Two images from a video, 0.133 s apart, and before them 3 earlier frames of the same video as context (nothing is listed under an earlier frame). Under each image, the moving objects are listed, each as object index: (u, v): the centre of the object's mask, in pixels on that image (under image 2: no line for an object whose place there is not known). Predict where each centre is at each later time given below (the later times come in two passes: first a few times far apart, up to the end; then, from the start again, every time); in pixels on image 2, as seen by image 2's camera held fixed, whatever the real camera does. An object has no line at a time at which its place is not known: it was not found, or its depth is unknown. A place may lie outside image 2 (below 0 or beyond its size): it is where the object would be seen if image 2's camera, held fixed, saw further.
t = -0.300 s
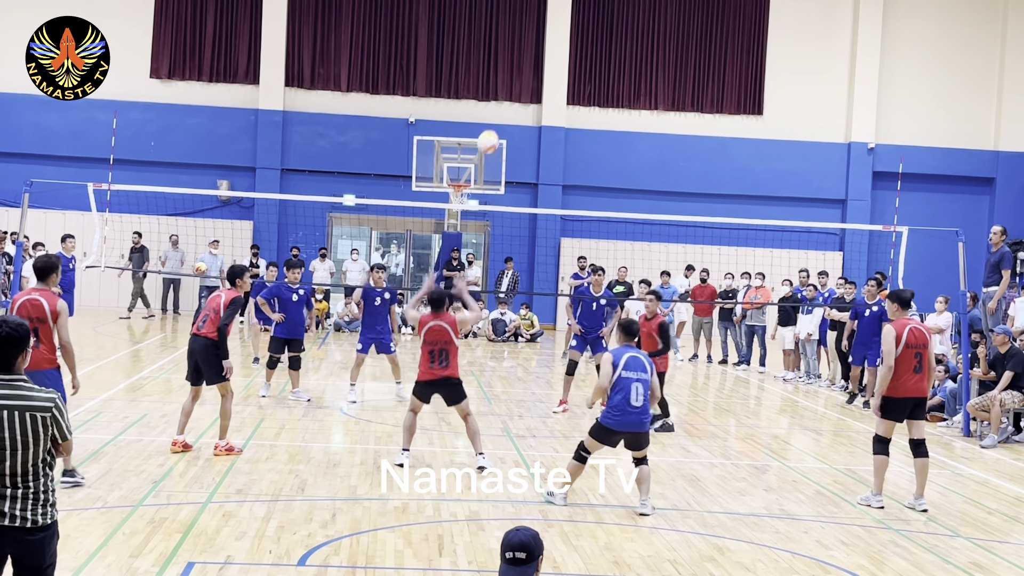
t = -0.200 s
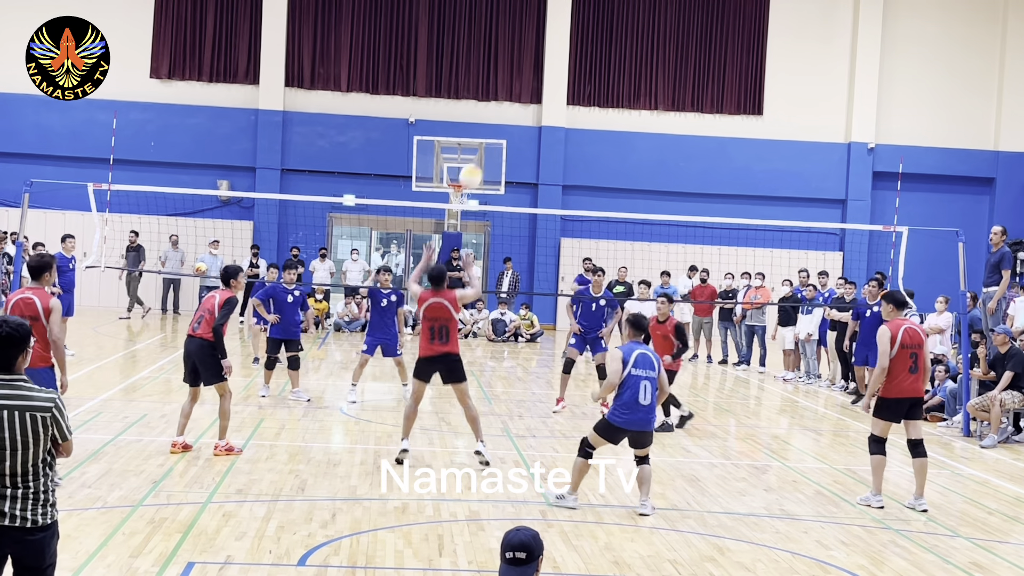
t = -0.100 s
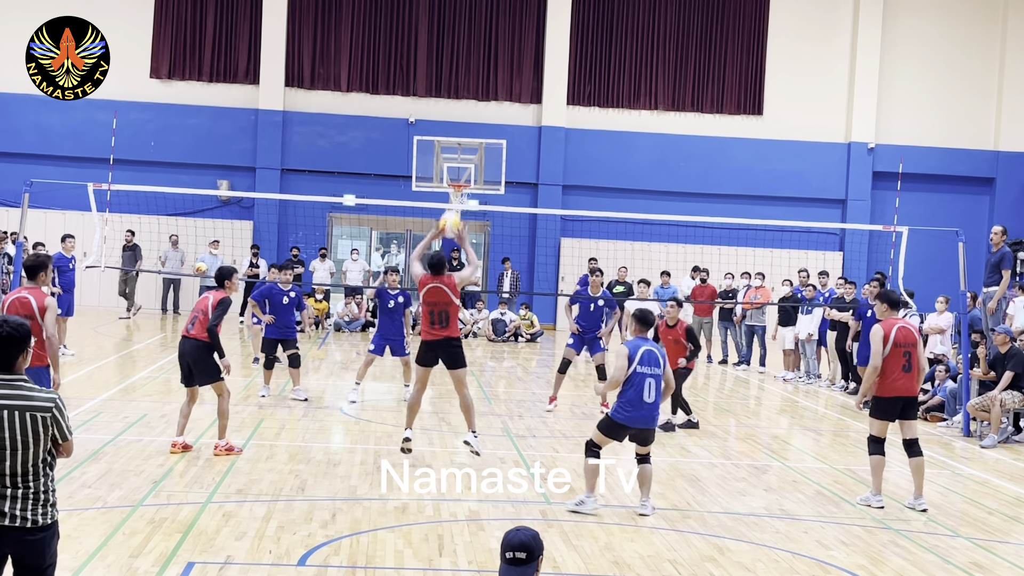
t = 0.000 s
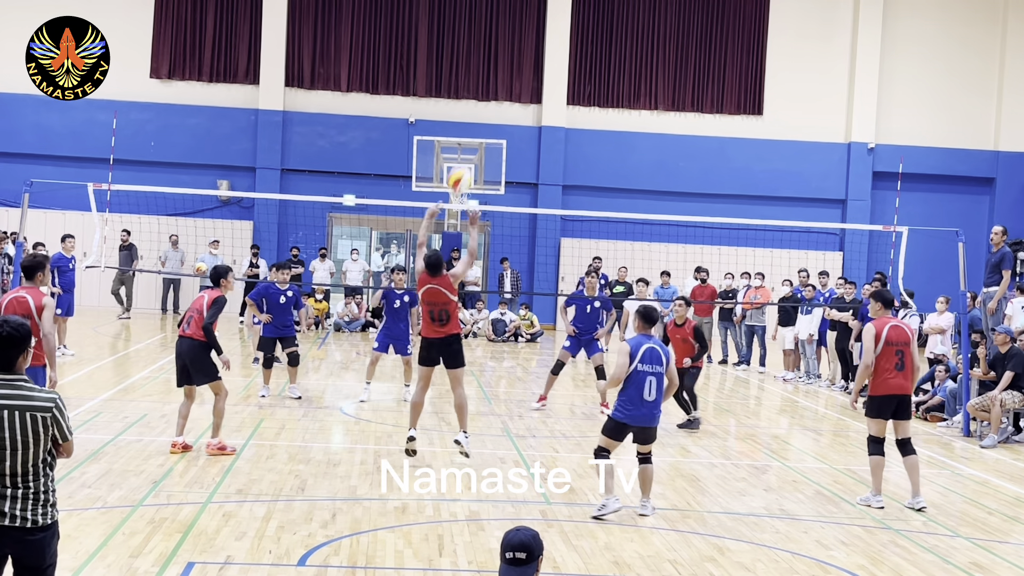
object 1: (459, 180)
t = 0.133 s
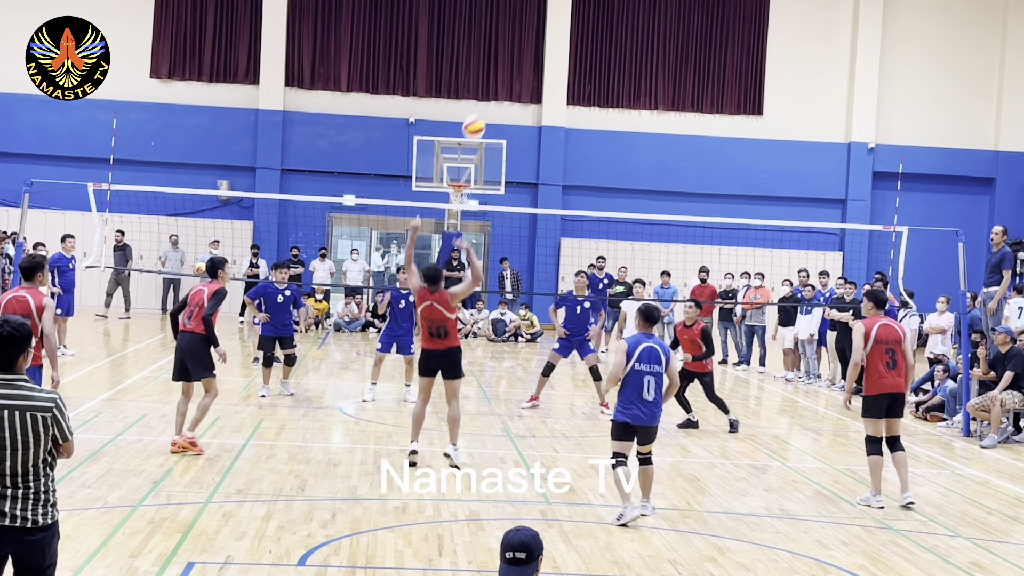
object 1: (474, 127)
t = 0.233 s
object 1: (484, 101)
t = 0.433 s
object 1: (498, 89)
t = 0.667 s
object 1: (511, 122)
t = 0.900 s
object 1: (518, 197)
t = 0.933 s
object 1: (519, 212)
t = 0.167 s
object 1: (477, 119)
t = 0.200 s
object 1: (482, 108)
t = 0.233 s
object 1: (484, 101)
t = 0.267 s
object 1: (486, 97)
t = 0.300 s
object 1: (489, 94)
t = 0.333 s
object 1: (491, 91)
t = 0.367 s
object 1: (493, 89)
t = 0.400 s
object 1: (496, 89)
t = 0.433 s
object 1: (498, 89)
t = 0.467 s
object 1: (500, 91)
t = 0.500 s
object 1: (502, 93)
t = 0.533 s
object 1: (504, 96)
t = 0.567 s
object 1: (505, 100)
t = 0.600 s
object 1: (507, 106)
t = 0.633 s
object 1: (509, 113)
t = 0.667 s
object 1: (511, 122)
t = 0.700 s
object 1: (512, 131)
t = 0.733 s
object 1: (513, 139)
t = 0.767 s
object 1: (514, 150)
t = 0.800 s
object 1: (516, 161)
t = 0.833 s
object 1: (516, 172)
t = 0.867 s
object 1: (517, 185)
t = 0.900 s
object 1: (518, 197)
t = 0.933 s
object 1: (519, 212)
